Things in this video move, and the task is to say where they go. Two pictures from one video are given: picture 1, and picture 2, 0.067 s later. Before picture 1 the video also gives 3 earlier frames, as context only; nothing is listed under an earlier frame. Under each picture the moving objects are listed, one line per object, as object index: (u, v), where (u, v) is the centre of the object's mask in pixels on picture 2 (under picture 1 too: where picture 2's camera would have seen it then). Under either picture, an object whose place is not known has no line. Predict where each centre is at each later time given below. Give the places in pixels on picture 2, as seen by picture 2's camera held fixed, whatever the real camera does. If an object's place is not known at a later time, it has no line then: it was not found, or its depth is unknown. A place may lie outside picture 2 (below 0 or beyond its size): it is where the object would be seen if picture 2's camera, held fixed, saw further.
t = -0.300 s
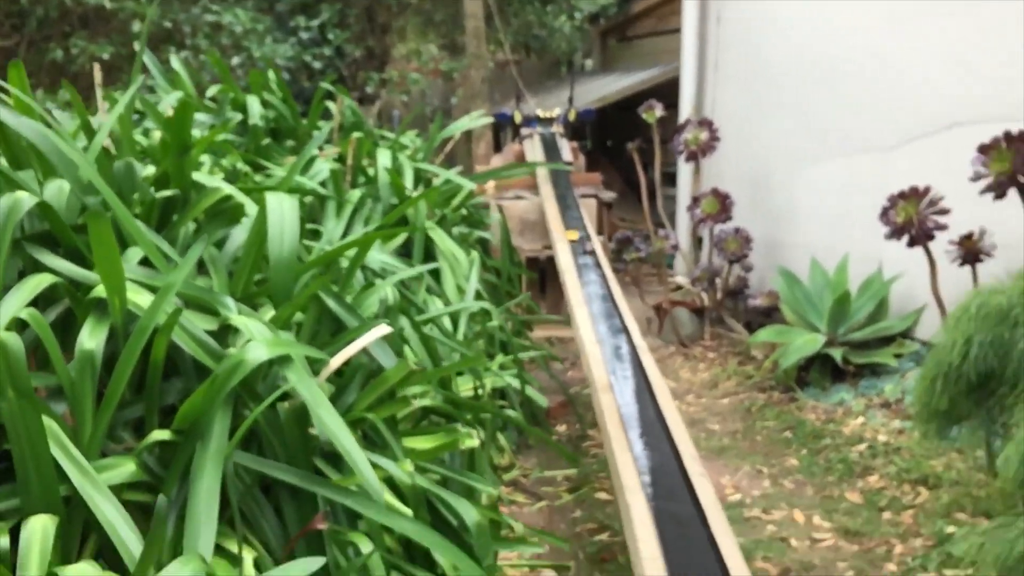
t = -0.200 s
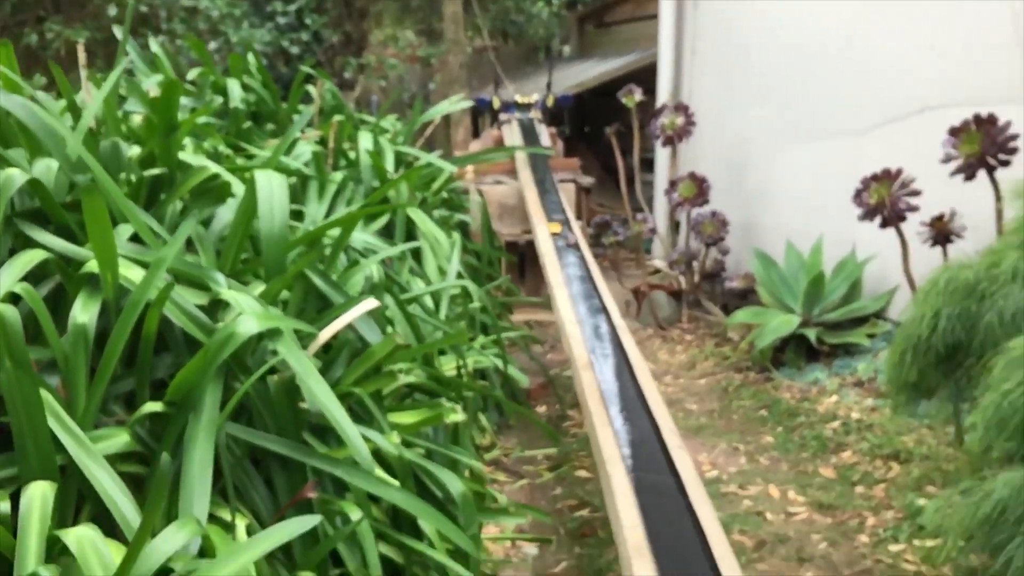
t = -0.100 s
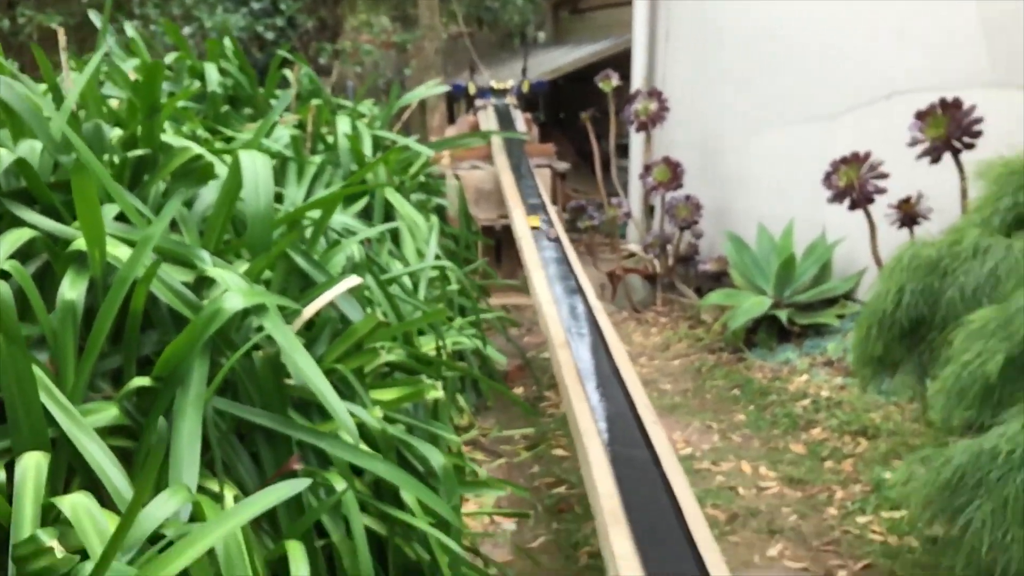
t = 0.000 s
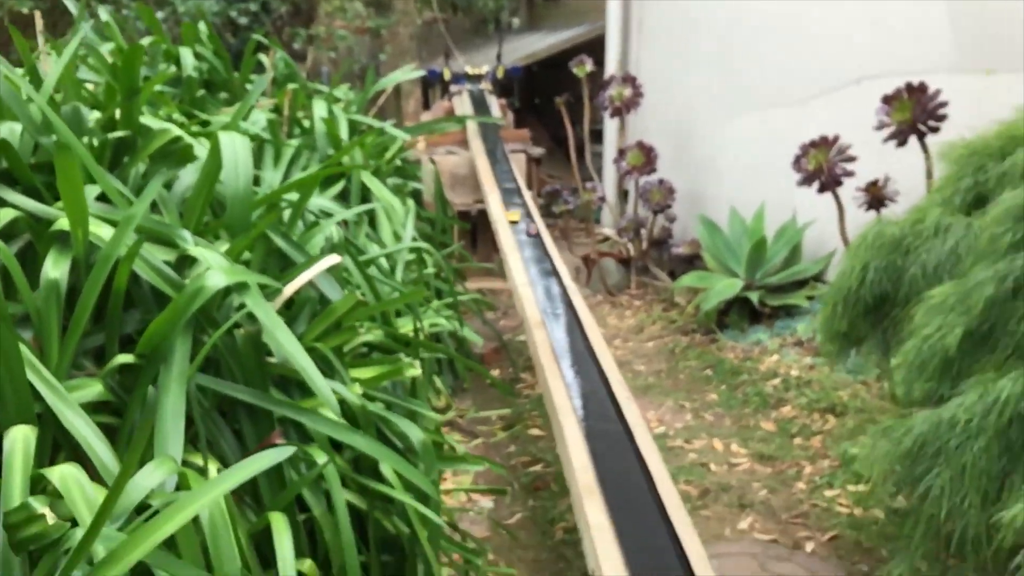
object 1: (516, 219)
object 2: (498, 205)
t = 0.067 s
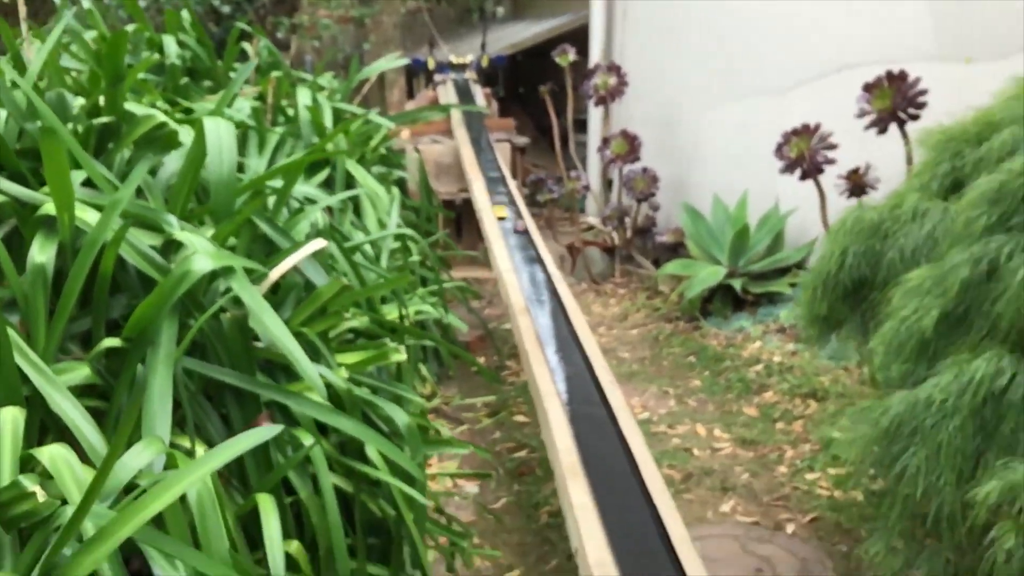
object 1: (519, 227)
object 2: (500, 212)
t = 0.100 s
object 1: (522, 231)
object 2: (501, 215)
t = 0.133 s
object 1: (523, 235)
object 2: (503, 219)
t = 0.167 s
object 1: (524, 241)
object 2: (505, 225)
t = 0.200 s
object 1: (525, 245)
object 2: (506, 228)
